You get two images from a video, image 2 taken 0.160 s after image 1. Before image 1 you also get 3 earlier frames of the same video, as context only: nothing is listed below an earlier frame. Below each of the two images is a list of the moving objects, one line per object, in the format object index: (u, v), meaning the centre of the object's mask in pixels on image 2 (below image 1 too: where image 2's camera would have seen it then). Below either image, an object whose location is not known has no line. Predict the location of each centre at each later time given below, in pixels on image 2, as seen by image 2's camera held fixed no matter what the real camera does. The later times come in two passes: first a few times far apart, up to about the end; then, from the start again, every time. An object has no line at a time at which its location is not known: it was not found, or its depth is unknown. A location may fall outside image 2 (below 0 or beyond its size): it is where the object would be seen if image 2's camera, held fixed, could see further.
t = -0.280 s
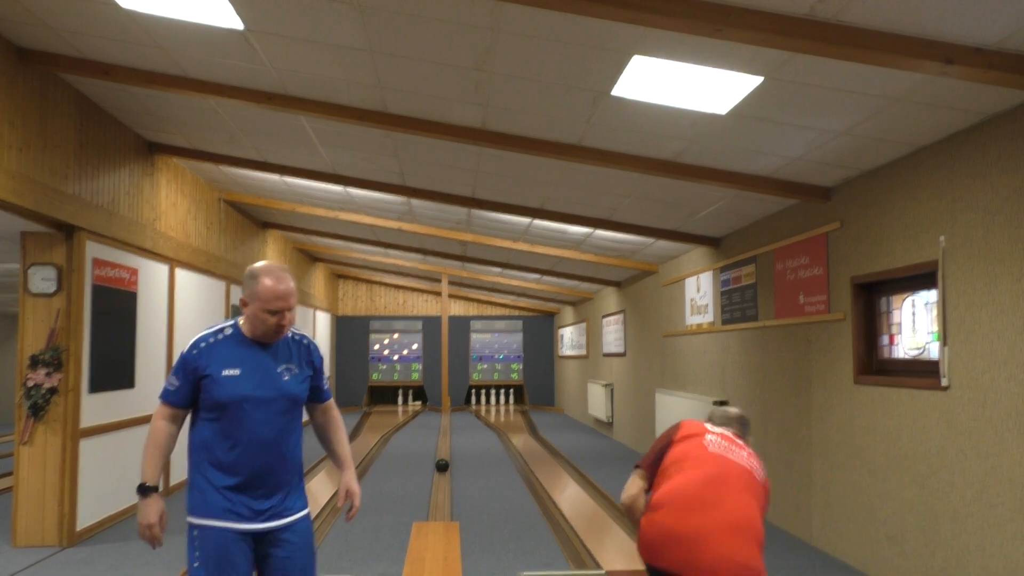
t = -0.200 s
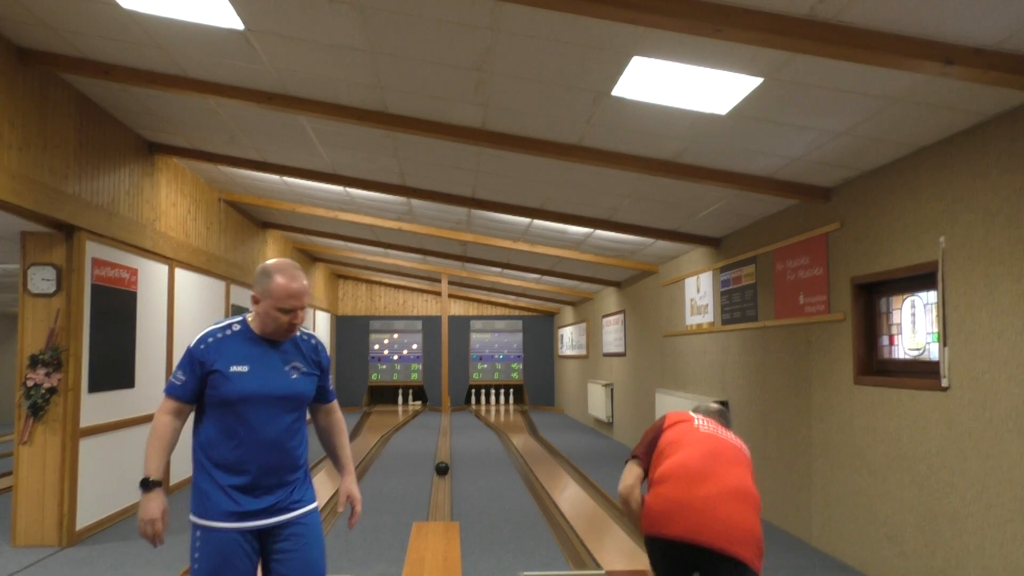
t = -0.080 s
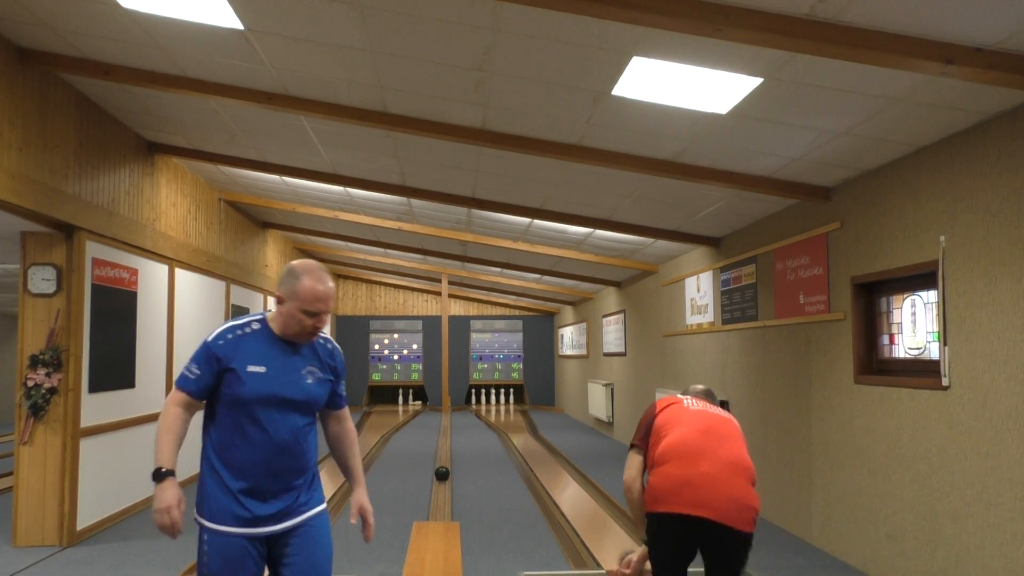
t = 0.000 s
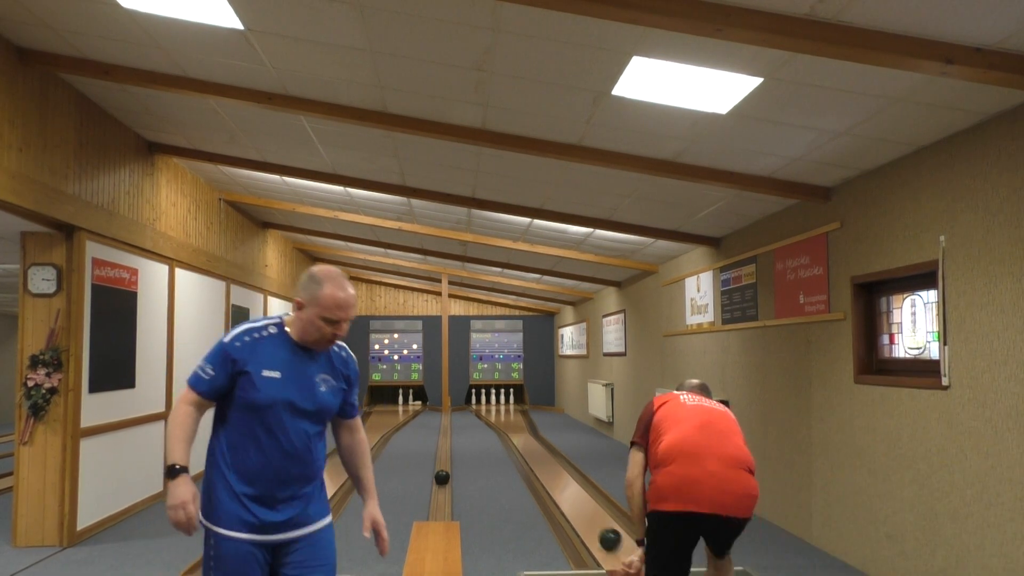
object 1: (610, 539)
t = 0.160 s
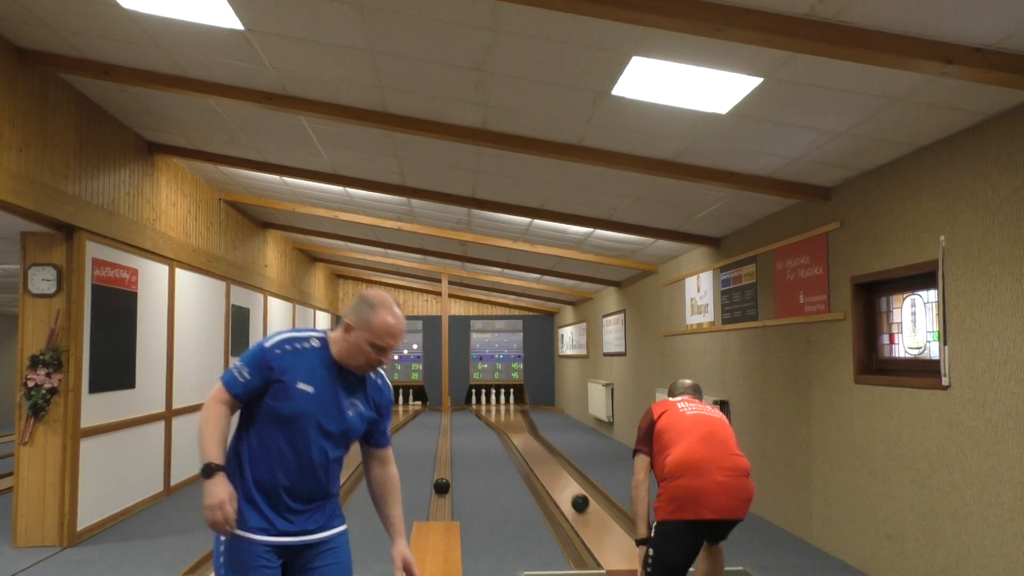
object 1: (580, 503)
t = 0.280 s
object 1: (564, 483)
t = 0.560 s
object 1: (541, 453)
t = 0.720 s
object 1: (532, 443)
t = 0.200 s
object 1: (575, 496)
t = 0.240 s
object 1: (569, 489)
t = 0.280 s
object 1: (564, 483)
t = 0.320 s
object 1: (560, 478)
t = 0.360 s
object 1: (557, 473)
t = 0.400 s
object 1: (553, 469)
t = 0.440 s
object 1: (550, 464)
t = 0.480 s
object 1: (549, 460)
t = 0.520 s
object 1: (545, 457)
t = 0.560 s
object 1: (541, 453)
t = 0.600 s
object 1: (539, 450)
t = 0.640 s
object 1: (536, 448)
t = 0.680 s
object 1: (534, 445)
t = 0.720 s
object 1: (532, 443)
